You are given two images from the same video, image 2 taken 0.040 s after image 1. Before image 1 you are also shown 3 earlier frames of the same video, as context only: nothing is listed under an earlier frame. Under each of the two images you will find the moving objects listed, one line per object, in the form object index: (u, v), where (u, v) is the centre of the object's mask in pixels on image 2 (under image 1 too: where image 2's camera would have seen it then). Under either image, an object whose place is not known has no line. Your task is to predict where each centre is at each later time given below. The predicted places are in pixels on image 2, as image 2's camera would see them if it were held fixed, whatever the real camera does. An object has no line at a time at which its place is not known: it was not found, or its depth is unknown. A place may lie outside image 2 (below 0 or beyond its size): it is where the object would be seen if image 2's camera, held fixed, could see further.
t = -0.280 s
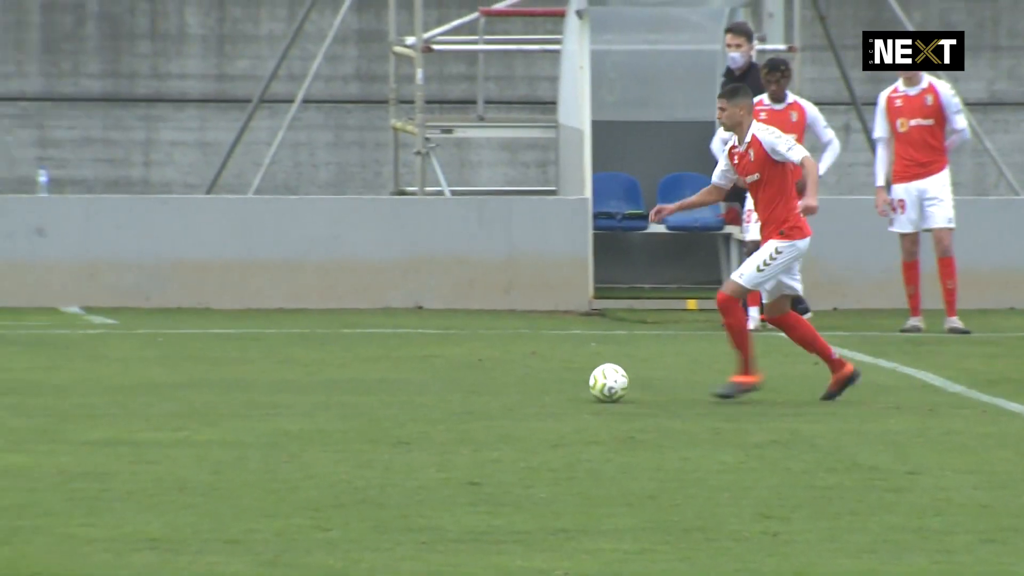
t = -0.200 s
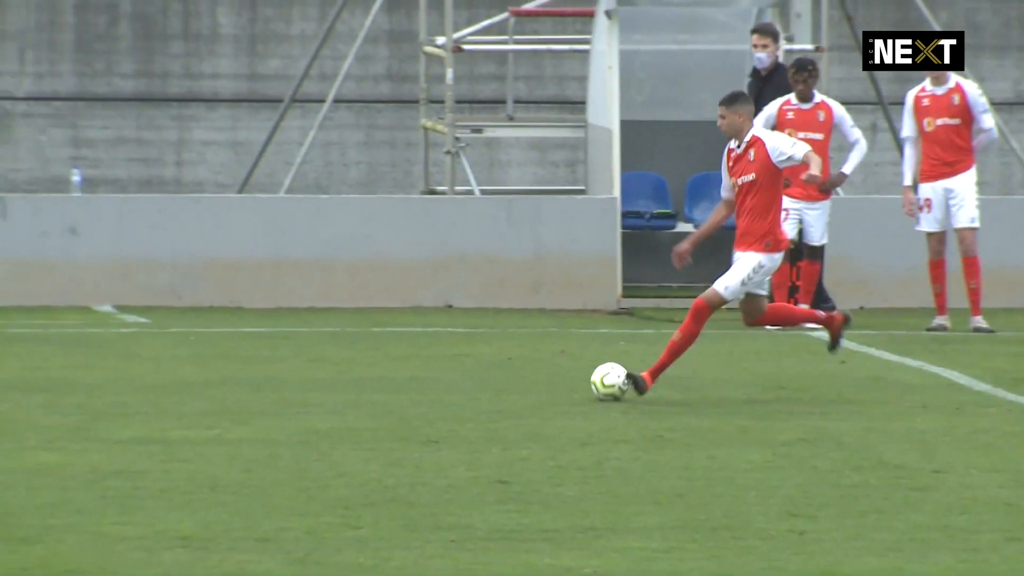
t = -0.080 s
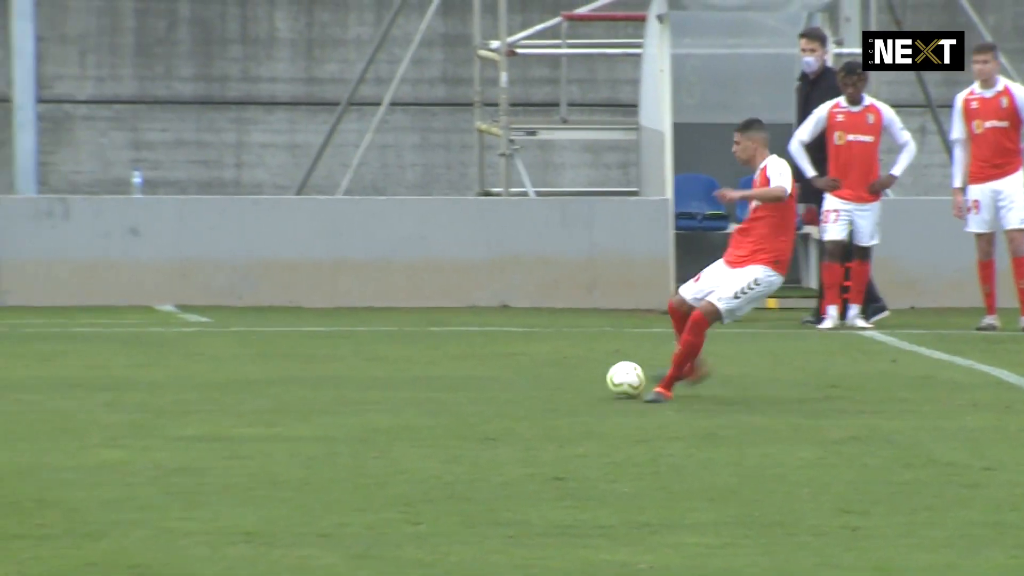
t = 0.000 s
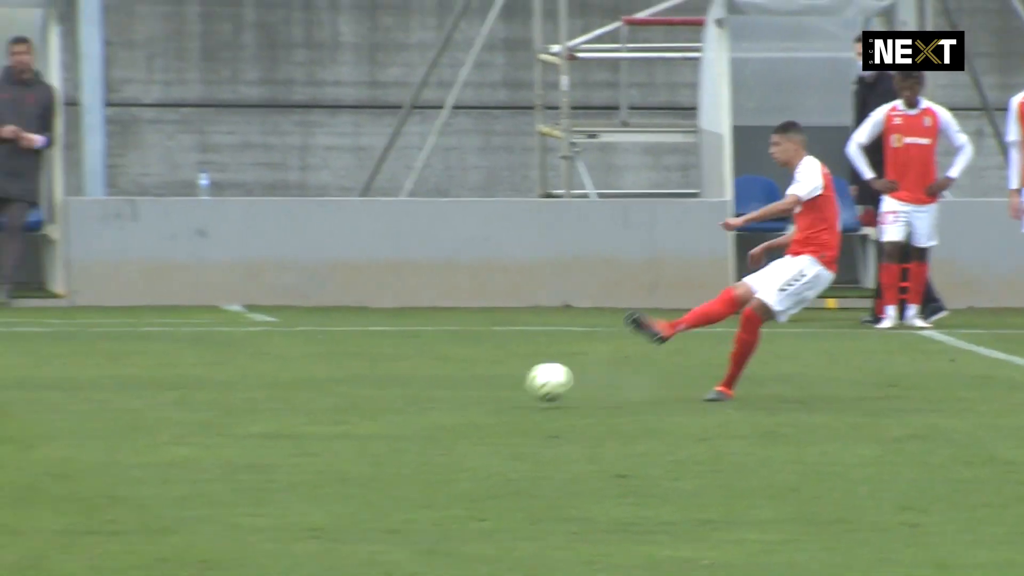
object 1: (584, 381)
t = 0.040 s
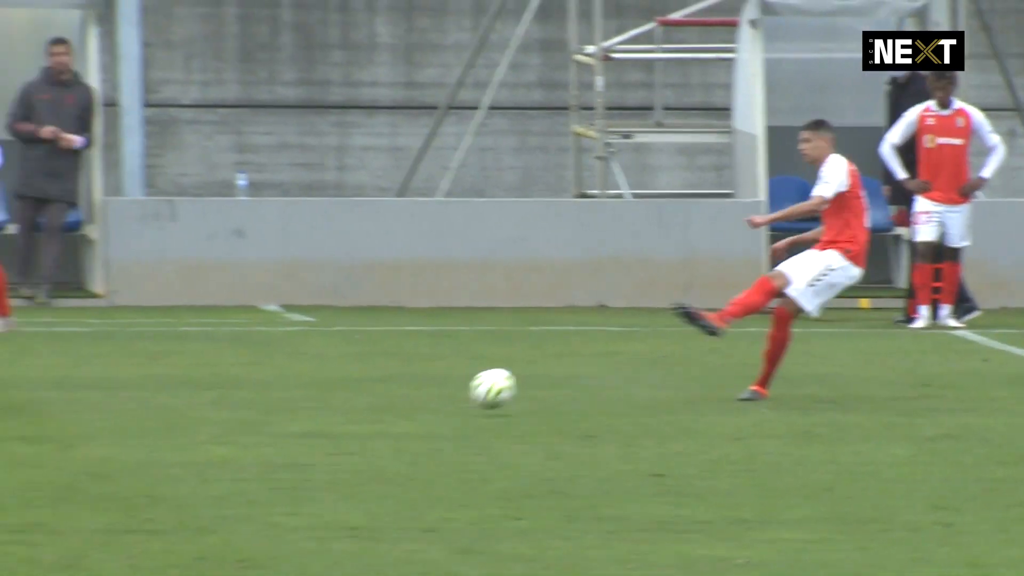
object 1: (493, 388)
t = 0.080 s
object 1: (403, 404)
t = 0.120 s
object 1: (314, 414)
